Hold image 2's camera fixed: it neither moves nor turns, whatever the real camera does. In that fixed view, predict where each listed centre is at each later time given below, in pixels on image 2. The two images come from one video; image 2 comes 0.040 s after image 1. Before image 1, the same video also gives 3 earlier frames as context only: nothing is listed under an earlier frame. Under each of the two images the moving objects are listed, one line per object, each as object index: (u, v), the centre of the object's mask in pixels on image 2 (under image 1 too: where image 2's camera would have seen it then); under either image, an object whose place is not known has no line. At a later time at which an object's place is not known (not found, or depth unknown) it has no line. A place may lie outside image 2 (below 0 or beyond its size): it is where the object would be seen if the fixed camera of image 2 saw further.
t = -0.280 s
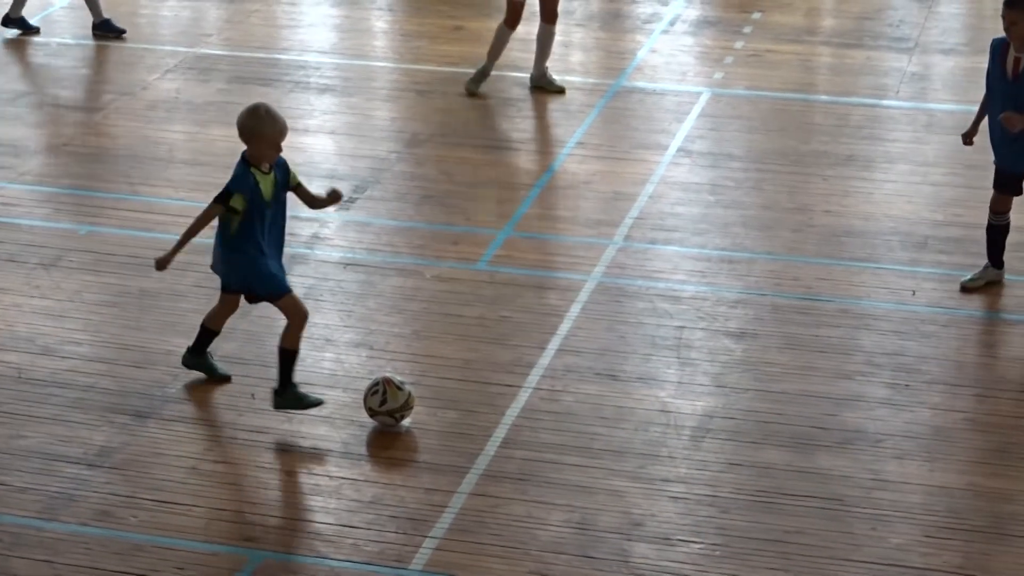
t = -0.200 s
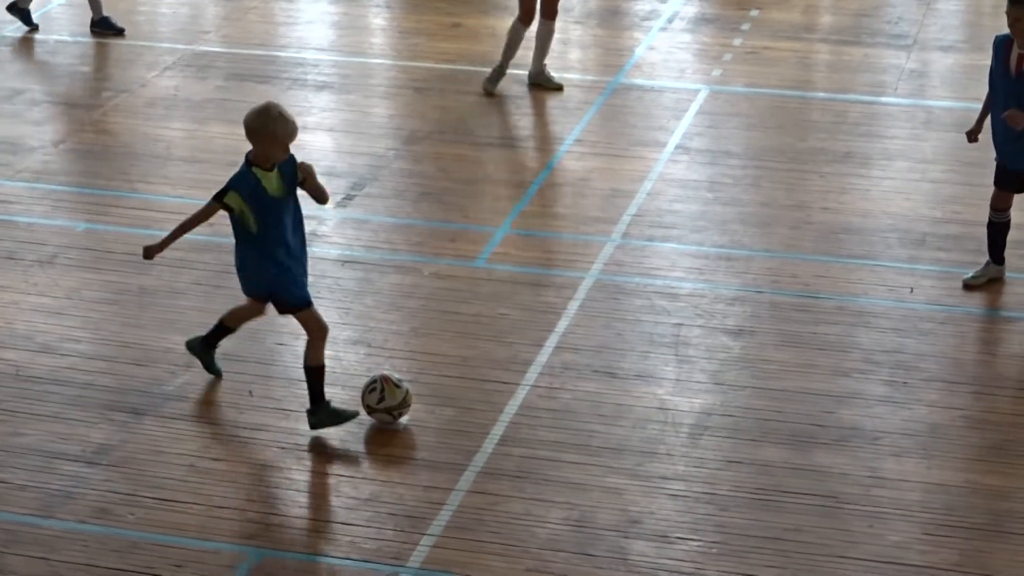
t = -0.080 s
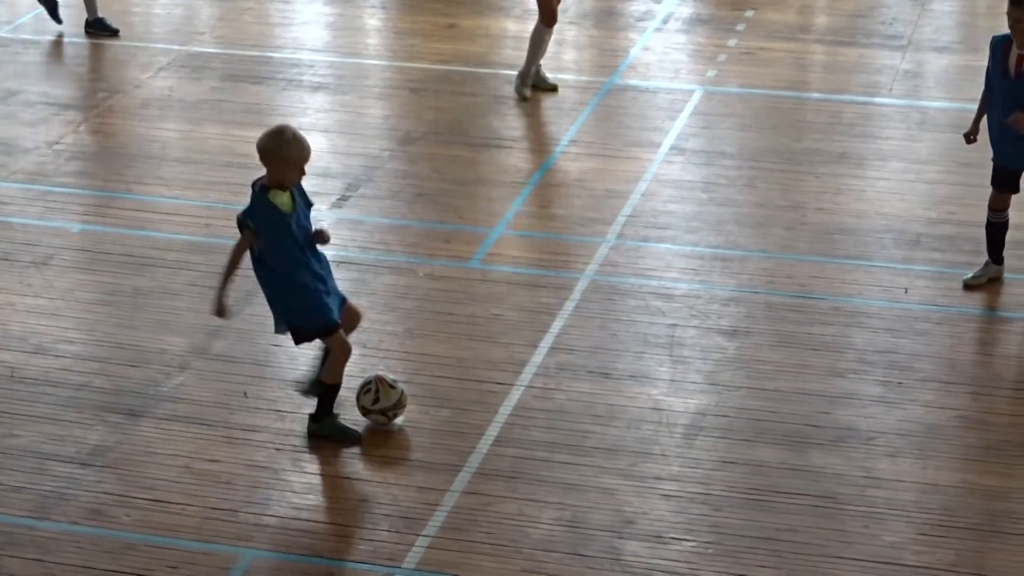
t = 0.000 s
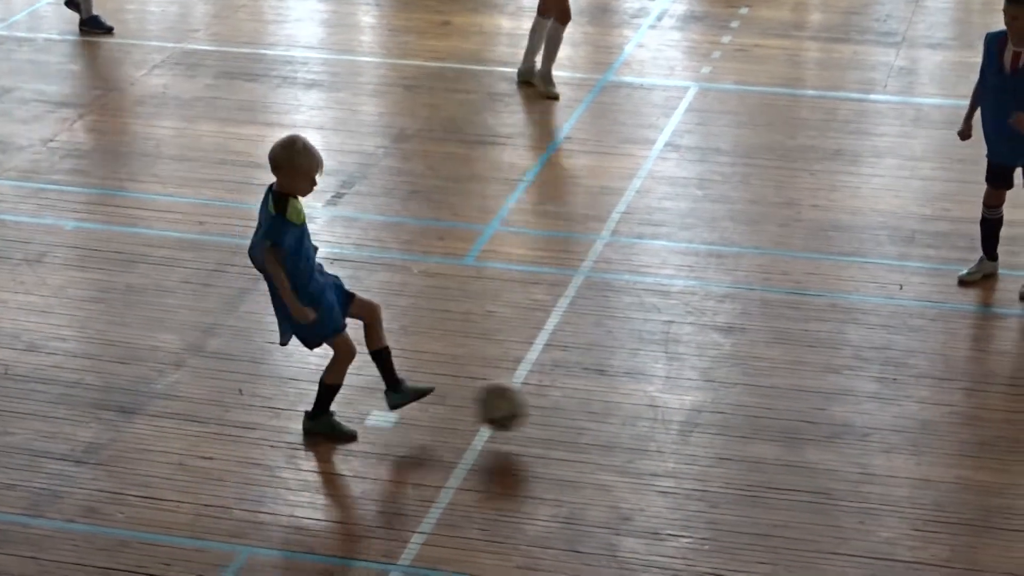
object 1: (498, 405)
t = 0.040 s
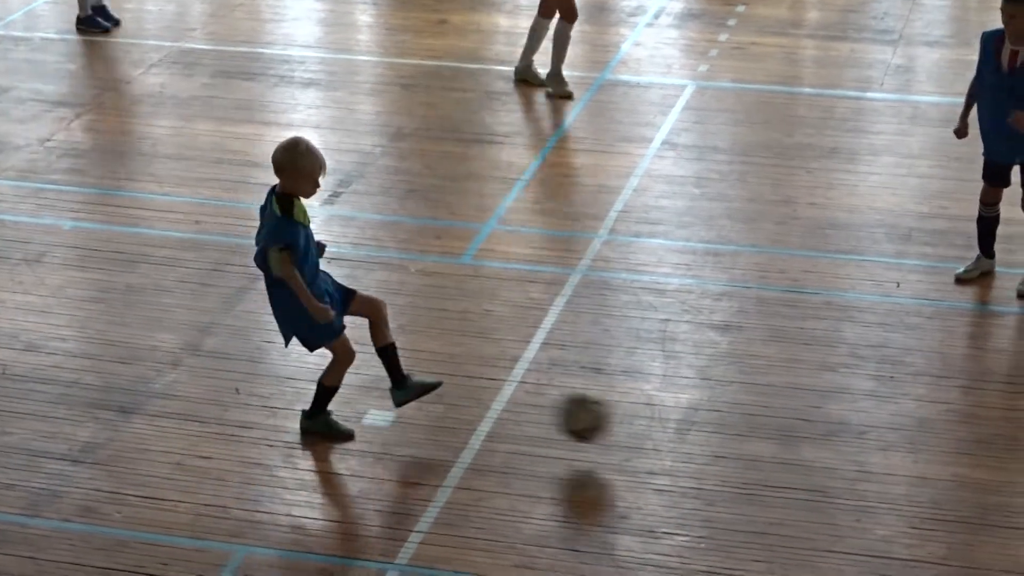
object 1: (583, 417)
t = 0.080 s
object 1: (671, 432)
